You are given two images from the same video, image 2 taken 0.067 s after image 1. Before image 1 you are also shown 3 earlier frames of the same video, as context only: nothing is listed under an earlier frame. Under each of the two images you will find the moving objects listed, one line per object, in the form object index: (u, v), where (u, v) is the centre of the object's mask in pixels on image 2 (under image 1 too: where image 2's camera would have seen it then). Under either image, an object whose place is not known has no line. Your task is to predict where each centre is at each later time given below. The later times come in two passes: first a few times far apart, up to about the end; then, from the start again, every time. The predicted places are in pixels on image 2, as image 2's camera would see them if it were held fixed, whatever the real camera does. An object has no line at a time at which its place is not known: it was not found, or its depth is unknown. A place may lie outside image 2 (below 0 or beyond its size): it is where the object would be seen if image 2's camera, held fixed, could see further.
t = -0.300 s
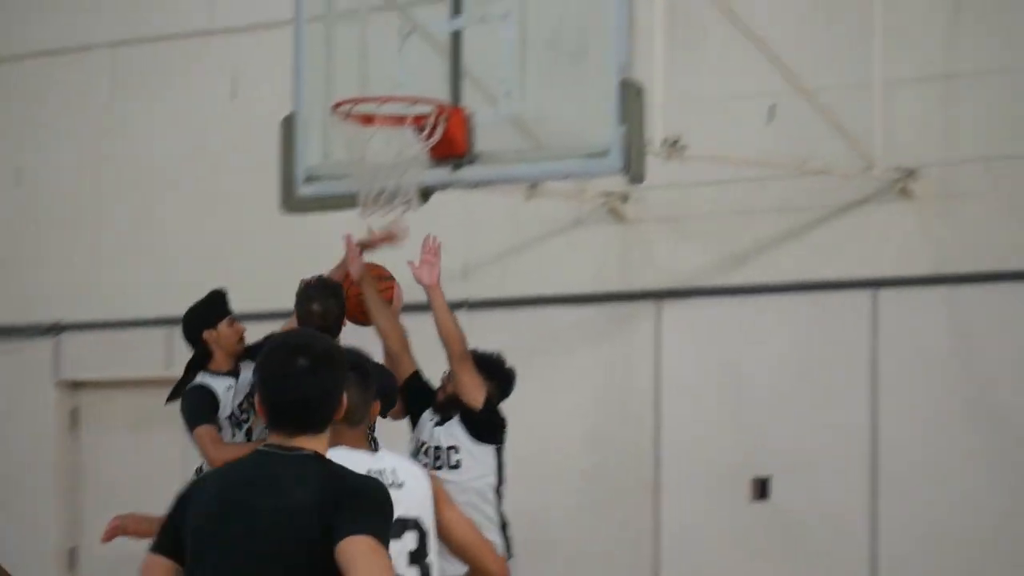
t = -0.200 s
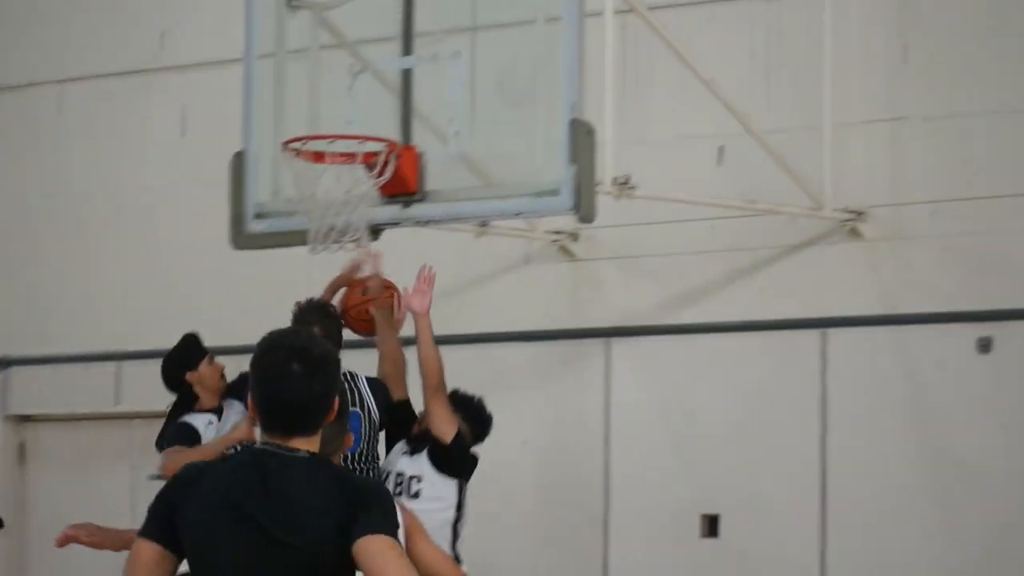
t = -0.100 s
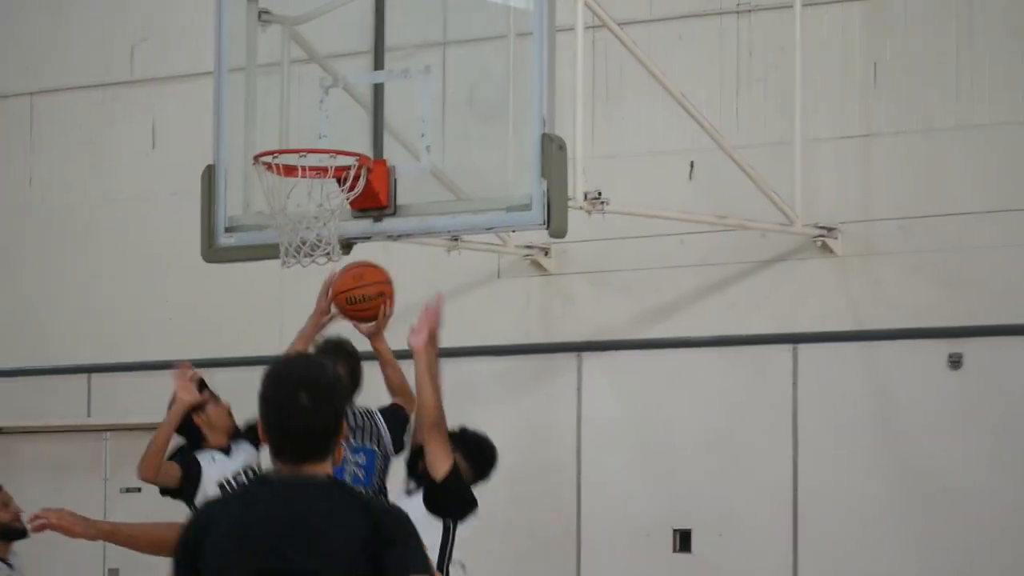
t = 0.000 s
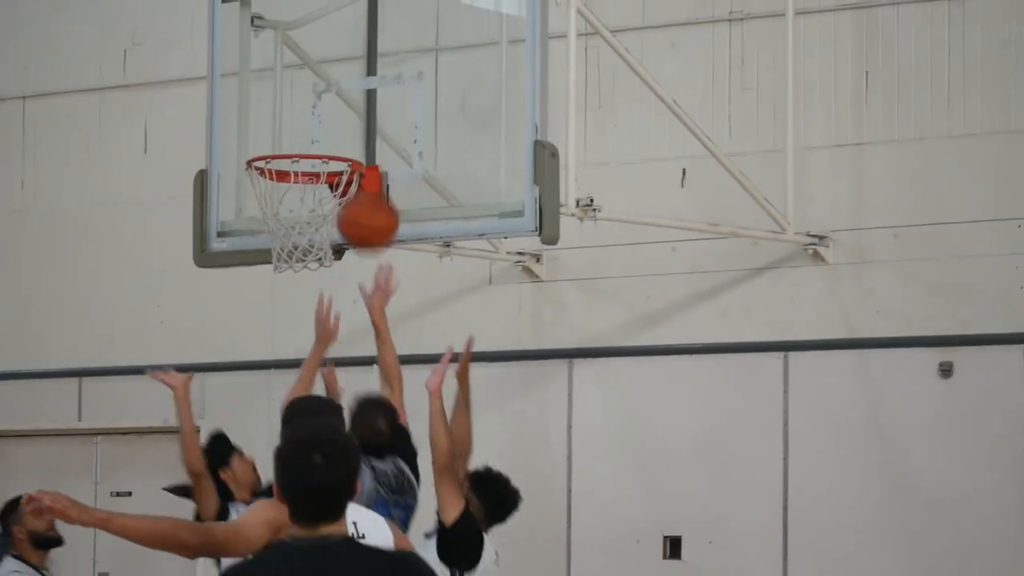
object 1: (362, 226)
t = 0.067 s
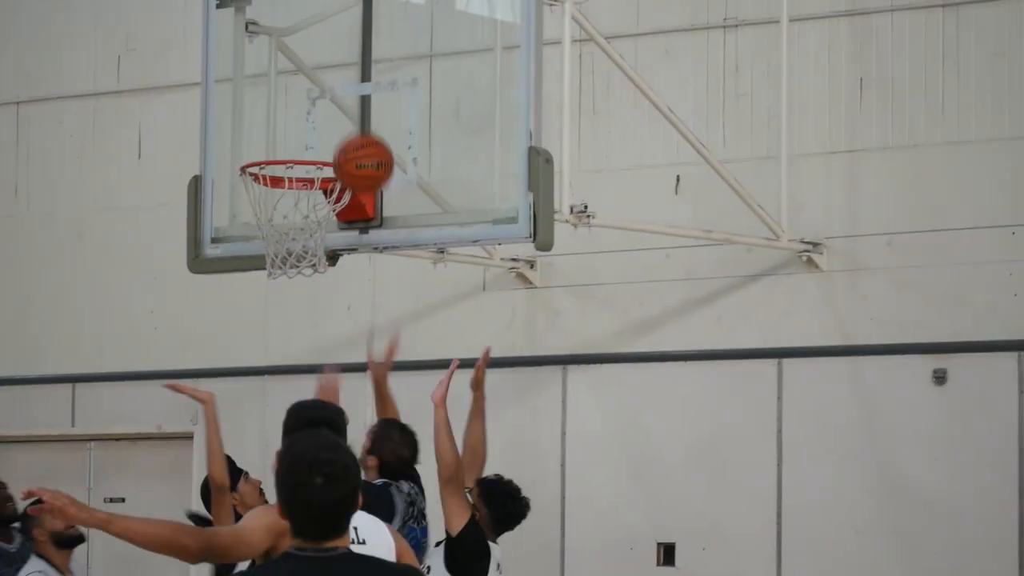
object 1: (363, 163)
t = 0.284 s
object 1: (365, 38)
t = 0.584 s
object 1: (328, 57)
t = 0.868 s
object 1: (326, 180)
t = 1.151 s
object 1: (264, 227)
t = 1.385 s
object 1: (280, 259)
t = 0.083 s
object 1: (363, 150)
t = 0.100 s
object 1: (364, 136)
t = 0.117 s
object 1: (364, 123)
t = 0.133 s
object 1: (364, 112)
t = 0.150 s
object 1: (364, 101)
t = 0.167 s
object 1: (364, 91)
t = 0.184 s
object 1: (365, 81)
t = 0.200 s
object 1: (365, 72)
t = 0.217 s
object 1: (365, 64)
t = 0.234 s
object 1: (365, 56)
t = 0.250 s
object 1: (365, 50)
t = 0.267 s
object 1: (365, 44)
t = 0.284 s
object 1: (365, 38)
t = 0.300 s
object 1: (365, 34)
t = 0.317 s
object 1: (365, 32)
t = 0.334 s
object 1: (365, 32)
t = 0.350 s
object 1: (365, 32)
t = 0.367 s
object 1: (365, 33)
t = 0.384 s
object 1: (365, 34)
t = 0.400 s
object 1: (365, 36)
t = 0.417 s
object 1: (366, 37)
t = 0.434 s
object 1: (366, 37)
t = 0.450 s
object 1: (366, 38)
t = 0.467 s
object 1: (366, 39)
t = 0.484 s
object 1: (362, 40)
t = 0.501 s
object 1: (356, 42)
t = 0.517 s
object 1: (351, 45)
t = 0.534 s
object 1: (345, 47)
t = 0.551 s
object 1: (340, 50)
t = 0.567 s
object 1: (334, 54)
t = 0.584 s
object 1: (328, 57)
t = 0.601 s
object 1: (322, 62)
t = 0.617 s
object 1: (317, 67)
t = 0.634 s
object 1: (311, 74)
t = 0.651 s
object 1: (305, 83)
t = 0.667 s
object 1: (299, 92)
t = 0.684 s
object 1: (293, 103)
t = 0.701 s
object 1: (287, 114)
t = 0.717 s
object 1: (282, 125)
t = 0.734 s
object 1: (276, 135)
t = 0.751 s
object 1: (271, 149)
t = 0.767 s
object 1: (275, 154)
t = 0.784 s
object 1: (285, 156)
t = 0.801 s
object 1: (292, 162)
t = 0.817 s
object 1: (302, 165)
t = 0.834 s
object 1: (312, 170)
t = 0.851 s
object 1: (322, 176)
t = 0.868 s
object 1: (326, 180)
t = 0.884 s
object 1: (324, 184)
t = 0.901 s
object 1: (321, 188)
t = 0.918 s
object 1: (316, 192)
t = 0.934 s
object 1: (310, 197)
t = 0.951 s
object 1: (305, 202)
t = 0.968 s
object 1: (301, 209)
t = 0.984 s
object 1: (295, 213)
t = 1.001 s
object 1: (290, 219)
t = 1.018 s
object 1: (287, 221)
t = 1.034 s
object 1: (282, 222)
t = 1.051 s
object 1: (279, 223)
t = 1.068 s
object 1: (276, 224)
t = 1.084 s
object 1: (273, 226)
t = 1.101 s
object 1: (270, 227)
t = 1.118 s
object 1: (268, 227)
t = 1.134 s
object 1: (266, 227)
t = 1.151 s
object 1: (264, 227)
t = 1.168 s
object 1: (264, 228)
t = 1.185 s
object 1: (262, 228)
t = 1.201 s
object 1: (262, 229)
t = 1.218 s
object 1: (261, 230)
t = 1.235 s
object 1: (261, 233)
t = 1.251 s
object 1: (262, 235)
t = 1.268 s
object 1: (262, 237)
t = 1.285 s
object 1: (263, 240)
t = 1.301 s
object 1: (264, 243)
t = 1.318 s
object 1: (267, 246)
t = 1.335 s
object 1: (270, 249)
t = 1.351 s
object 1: (273, 252)
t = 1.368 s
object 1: (276, 256)
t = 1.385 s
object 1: (280, 259)
